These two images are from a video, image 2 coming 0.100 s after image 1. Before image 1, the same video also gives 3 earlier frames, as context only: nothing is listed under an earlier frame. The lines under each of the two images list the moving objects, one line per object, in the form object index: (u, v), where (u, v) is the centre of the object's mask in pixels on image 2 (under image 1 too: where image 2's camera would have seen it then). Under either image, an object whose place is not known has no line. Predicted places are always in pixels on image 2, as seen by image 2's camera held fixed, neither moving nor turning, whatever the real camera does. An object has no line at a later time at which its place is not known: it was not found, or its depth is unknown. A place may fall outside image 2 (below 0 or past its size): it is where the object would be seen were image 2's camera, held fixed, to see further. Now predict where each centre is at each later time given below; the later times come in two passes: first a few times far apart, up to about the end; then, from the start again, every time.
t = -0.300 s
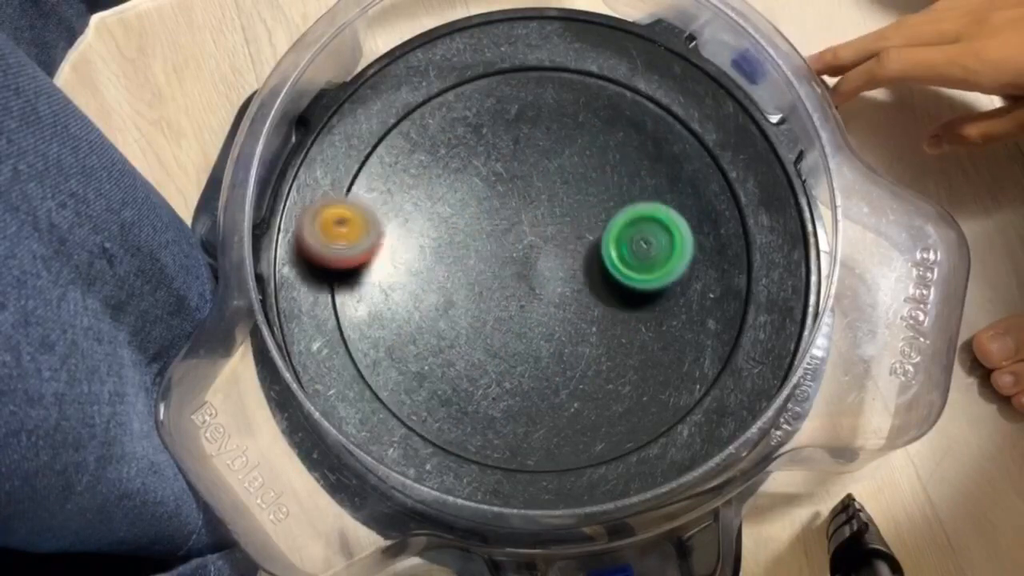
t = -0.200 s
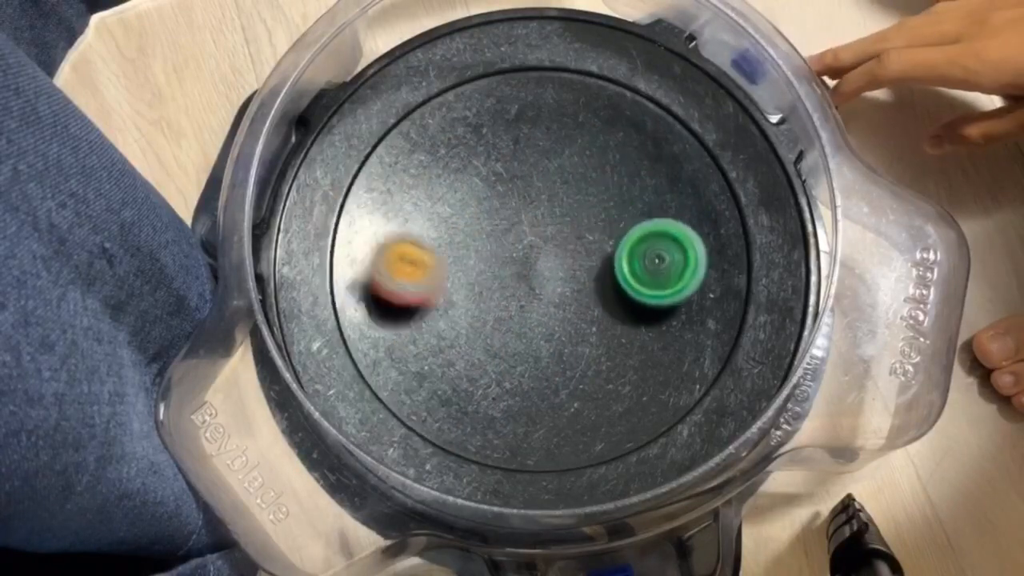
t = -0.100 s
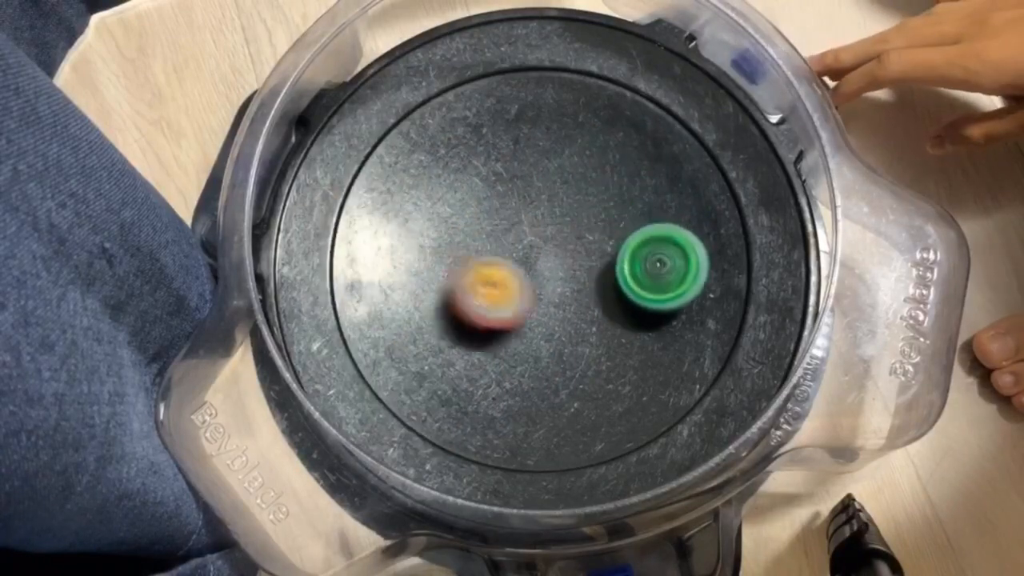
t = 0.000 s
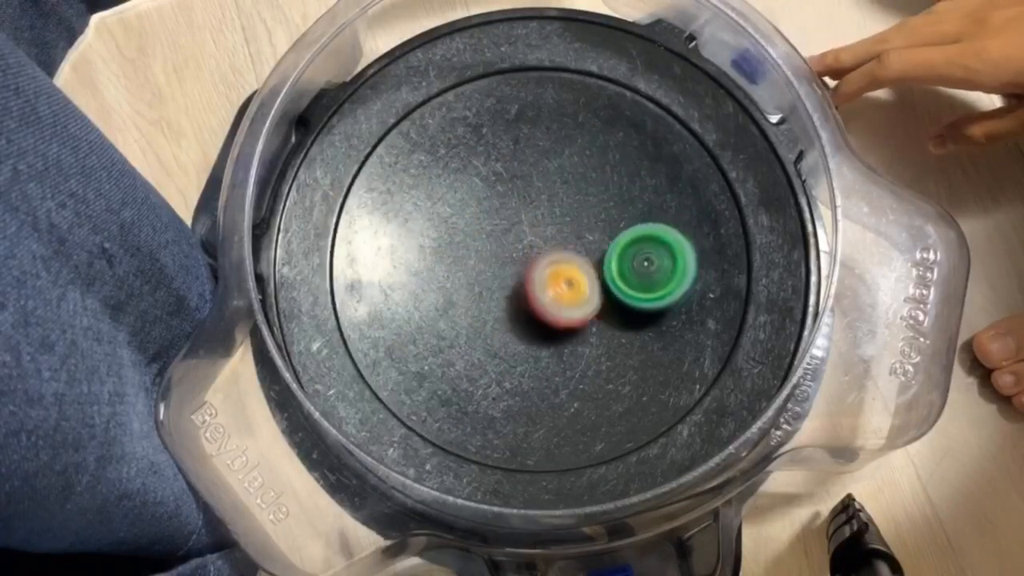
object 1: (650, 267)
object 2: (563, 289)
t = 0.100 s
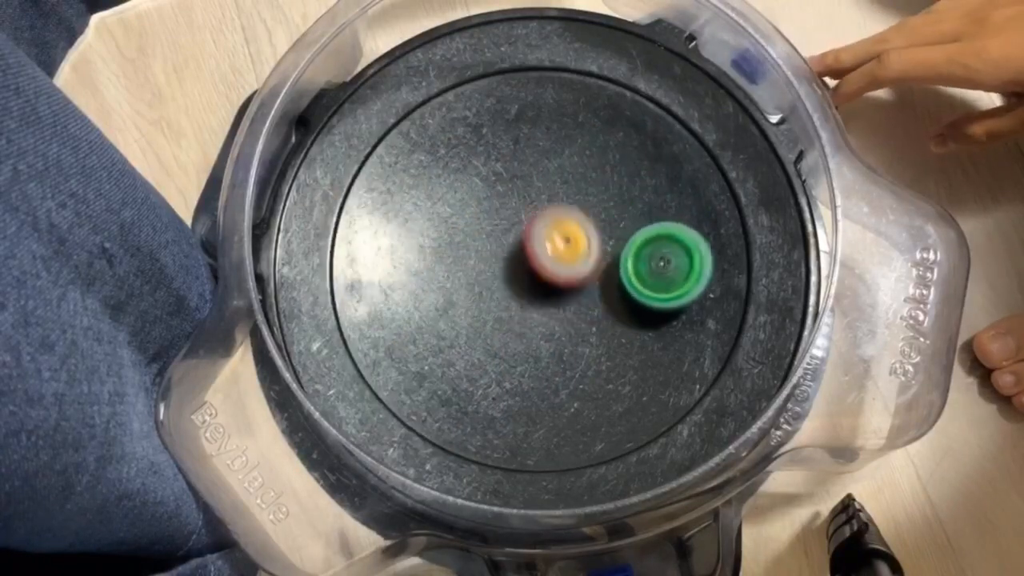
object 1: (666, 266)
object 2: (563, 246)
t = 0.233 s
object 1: (643, 268)
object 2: (543, 160)
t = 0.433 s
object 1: (599, 310)
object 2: (466, 71)
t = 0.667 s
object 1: (578, 370)
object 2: (423, 140)
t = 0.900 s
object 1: (578, 324)
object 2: (517, 220)
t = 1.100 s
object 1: (498, 299)
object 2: (635, 158)
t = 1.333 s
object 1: (429, 280)
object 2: (628, 94)
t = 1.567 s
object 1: (412, 265)
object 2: (576, 202)
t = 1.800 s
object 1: (450, 246)
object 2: (639, 327)
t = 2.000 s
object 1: (490, 214)
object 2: (717, 318)
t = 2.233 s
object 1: (533, 175)
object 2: (691, 261)
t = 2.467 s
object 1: (555, 166)
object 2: (530, 318)
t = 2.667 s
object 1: (567, 200)
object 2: (486, 438)
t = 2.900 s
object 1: (591, 257)
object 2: (580, 361)
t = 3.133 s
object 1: (609, 229)
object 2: (485, 317)
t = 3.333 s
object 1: (589, 247)
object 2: (435, 304)
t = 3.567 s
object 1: (569, 280)
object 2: (427, 287)
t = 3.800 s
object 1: (552, 306)
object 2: (456, 251)
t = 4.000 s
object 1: (539, 315)
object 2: (489, 213)
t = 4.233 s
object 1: (526, 308)
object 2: (523, 183)
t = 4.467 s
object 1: (512, 280)
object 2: (550, 170)
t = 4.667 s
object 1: (501, 255)
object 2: (572, 189)
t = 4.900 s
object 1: (501, 235)
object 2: (598, 236)
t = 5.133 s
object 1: (510, 222)
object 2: (619, 275)
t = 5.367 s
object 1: (526, 223)
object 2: (615, 301)
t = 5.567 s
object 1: (544, 233)
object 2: (589, 313)
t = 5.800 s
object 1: (546, 216)
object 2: (575, 383)
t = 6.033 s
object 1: (554, 242)
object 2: (568, 373)
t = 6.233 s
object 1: (569, 244)
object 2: (525, 347)
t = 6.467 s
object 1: (563, 249)
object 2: (461, 331)
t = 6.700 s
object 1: (550, 271)
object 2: (439, 292)
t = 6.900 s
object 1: (540, 287)
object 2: (444, 245)
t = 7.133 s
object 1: (532, 298)
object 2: (469, 199)
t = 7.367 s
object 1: (529, 293)
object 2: (515, 174)
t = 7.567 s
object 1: (527, 280)
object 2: (549, 184)
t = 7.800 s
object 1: (518, 278)
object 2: (617, 189)
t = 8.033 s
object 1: (517, 258)
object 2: (624, 203)
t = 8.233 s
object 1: (508, 240)
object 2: (618, 269)
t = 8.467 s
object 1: (532, 208)
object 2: (480, 351)
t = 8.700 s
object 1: (553, 304)
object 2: (536, 190)
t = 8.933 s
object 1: (495, 230)
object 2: (580, 330)
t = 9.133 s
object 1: (553, 237)
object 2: (451, 242)
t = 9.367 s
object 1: (524, 306)
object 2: (609, 256)
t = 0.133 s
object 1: (662, 267)
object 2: (560, 228)
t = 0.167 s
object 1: (657, 268)
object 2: (555, 206)
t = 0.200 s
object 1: (650, 268)
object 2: (550, 185)
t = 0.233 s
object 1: (643, 268)
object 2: (543, 160)
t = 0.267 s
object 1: (636, 270)
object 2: (534, 137)
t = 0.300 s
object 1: (627, 275)
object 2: (522, 115)
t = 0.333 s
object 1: (619, 283)
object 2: (509, 98)
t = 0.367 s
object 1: (611, 291)
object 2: (492, 81)
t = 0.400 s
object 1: (605, 300)
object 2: (478, 73)
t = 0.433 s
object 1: (599, 310)
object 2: (466, 71)
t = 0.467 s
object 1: (594, 321)
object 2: (457, 73)
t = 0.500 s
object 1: (588, 331)
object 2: (447, 80)
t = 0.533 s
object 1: (582, 342)
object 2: (437, 87)
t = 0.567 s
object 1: (578, 352)
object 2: (430, 101)
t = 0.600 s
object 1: (576, 360)
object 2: (424, 110)
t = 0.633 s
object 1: (577, 366)
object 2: (421, 125)
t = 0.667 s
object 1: (578, 370)
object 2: (423, 140)
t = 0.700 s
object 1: (580, 370)
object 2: (427, 157)
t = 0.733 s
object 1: (582, 366)
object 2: (433, 169)
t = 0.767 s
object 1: (585, 359)
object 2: (443, 185)
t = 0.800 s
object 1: (588, 351)
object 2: (459, 197)
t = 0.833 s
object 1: (588, 341)
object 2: (477, 208)
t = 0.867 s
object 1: (585, 334)
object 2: (497, 216)
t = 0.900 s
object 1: (578, 324)
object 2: (517, 220)
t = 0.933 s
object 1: (566, 314)
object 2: (538, 222)
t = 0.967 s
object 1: (552, 309)
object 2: (560, 215)
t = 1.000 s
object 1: (537, 307)
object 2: (583, 202)
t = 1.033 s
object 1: (523, 304)
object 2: (605, 187)
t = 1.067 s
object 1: (510, 302)
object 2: (622, 172)
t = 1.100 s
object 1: (498, 299)
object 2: (635, 158)
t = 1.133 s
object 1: (486, 296)
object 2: (642, 144)
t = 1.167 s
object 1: (474, 292)
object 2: (649, 126)
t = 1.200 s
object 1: (463, 289)
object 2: (652, 113)
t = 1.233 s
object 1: (454, 287)
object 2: (655, 98)
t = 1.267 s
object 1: (445, 285)
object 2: (651, 91)
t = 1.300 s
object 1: (436, 282)
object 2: (641, 90)
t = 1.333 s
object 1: (429, 280)
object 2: (628, 94)
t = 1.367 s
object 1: (423, 277)
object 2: (616, 100)
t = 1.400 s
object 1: (419, 275)
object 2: (605, 111)
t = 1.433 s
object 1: (415, 272)
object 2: (596, 123)
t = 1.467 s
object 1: (412, 271)
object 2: (587, 139)
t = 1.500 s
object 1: (411, 269)
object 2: (580, 158)
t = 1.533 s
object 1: (411, 267)
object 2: (577, 179)
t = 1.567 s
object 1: (412, 265)
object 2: (576, 202)
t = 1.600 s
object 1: (414, 263)
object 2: (579, 226)
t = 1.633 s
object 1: (418, 261)
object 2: (587, 248)
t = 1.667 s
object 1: (423, 258)
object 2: (595, 269)
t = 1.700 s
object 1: (429, 256)
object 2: (604, 290)
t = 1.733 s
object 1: (435, 253)
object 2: (614, 306)
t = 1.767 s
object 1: (442, 249)
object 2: (625, 318)
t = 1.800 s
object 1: (450, 246)
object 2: (639, 327)
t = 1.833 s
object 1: (457, 241)
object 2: (651, 333)
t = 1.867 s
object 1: (463, 236)
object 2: (666, 335)
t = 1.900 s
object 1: (470, 230)
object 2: (679, 334)
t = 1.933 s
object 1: (476, 225)
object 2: (693, 330)
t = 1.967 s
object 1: (483, 219)
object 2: (705, 326)
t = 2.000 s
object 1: (490, 214)
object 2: (717, 318)
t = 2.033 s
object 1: (498, 209)
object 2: (726, 311)
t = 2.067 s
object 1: (505, 203)
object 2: (733, 302)
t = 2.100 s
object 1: (511, 197)
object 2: (737, 294)
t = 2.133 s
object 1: (518, 191)
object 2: (734, 286)
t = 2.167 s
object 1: (523, 185)
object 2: (725, 276)
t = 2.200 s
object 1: (529, 180)
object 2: (710, 267)
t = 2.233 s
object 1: (533, 175)
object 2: (691, 261)
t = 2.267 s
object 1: (537, 172)
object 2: (670, 258)
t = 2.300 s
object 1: (541, 169)
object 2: (648, 259)
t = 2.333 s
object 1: (545, 166)
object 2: (626, 264)
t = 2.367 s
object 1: (548, 165)
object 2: (601, 274)
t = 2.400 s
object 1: (551, 164)
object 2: (576, 286)
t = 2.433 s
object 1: (553, 164)
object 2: (553, 300)
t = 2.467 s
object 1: (555, 166)
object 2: (530, 318)
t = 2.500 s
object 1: (557, 169)
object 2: (511, 339)
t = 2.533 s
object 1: (559, 174)
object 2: (495, 361)
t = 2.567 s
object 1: (561, 179)
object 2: (485, 381)
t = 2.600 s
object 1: (563, 186)
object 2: (479, 402)
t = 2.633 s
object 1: (565, 193)
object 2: (480, 421)
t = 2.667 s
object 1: (567, 200)
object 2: (486, 438)
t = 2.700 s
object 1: (570, 209)
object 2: (498, 451)
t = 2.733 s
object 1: (573, 217)
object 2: (515, 442)
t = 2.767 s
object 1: (576, 225)
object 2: (533, 427)
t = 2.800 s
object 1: (579, 233)
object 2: (551, 412)
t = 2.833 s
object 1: (583, 242)
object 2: (566, 395)
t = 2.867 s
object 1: (587, 250)
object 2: (576, 379)
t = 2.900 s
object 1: (591, 257)
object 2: (580, 361)
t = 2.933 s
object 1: (598, 258)
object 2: (576, 351)
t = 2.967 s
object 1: (608, 250)
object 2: (565, 346)
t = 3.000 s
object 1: (614, 242)
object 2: (553, 339)
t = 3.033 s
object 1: (616, 236)
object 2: (539, 332)
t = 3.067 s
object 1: (614, 232)
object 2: (523, 324)
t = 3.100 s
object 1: (612, 229)
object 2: (504, 320)
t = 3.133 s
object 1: (609, 229)
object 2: (485, 317)
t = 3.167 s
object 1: (606, 229)
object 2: (469, 314)
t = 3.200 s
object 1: (602, 231)
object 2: (457, 311)
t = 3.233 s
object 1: (599, 234)
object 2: (449, 310)
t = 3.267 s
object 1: (596, 238)
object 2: (443, 308)
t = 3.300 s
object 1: (592, 242)
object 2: (438, 306)
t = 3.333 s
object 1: (589, 247)
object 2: (435, 304)
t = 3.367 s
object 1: (586, 251)
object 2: (431, 303)
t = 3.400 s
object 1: (584, 256)
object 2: (428, 301)
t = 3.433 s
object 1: (581, 261)
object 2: (426, 298)
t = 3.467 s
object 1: (578, 266)
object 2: (425, 296)
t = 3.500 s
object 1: (575, 270)
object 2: (425, 294)
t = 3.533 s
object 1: (572, 275)
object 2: (425, 291)
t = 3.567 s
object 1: (569, 280)
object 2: (427, 287)
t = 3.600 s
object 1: (567, 284)
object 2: (430, 283)
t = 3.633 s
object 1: (565, 288)
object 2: (433, 280)
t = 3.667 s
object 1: (563, 292)
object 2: (437, 274)
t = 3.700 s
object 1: (560, 296)
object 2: (441, 270)
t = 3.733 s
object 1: (557, 300)
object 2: (446, 263)
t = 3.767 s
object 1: (555, 303)
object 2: (452, 257)
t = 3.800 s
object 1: (552, 306)
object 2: (456, 251)
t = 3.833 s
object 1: (550, 309)
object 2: (462, 244)
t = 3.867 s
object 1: (547, 311)
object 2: (468, 238)
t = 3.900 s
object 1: (545, 312)
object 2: (473, 232)
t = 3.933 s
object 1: (543, 313)
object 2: (478, 225)
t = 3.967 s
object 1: (541, 314)
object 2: (484, 219)
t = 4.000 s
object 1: (539, 315)
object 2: (489, 213)
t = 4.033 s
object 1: (537, 315)
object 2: (494, 208)
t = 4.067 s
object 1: (535, 314)
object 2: (500, 203)
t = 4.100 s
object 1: (534, 314)
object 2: (504, 199)
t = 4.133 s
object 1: (532, 313)
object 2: (510, 195)
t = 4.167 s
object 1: (529, 312)
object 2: (514, 191)
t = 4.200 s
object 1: (527, 310)
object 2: (518, 187)
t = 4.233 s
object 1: (526, 308)
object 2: (523, 183)
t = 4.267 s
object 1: (524, 306)
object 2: (527, 180)
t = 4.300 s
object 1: (522, 303)
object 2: (532, 177)
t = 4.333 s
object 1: (520, 299)
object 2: (535, 175)
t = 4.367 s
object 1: (517, 295)
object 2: (540, 173)
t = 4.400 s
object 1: (516, 290)
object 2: (543, 171)
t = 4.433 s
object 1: (513, 285)
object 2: (547, 170)
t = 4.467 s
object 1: (512, 280)
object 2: (550, 170)
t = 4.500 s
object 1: (510, 275)
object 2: (554, 171)
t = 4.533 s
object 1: (507, 271)
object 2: (558, 173)
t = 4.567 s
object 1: (505, 267)
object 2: (562, 176)
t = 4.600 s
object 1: (504, 263)
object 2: (565, 180)
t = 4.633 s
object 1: (502, 259)
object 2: (569, 184)
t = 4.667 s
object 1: (501, 255)
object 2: (572, 189)
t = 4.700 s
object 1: (500, 251)
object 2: (576, 195)
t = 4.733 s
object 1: (499, 248)
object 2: (579, 200)
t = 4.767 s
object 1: (499, 245)
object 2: (583, 206)
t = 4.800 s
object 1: (499, 242)
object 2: (587, 213)
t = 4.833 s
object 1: (500, 240)
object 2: (591, 221)
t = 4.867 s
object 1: (501, 237)
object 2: (595, 228)
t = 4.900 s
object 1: (501, 235)
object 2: (598, 236)
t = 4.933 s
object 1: (502, 232)
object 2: (602, 242)
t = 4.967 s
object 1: (502, 231)
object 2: (605, 248)
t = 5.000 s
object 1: (504, 229)
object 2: (608, 255)
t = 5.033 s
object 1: (505, 227)
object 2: (611, 260)
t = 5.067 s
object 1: (507, 225)
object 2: (614, 266)
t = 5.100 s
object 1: (508, 224)
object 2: (617, 271)
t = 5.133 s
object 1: (510, 222)
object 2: (619, 275)
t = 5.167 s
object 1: (512, 222)
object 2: (621, 280)
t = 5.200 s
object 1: (514, 221)
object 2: (622, 284)
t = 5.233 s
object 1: (517, 221)
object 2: (622, 288)
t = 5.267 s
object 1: (519, 221)
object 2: (622, 292)
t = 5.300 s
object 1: (521, 221)
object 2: (620, 295)
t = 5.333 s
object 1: (524, 222)
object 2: (618, 298)
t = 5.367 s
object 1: (526, 223)
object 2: (615, 301)
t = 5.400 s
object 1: (529, 225)
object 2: (612, 304)
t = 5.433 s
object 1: (531, 227)
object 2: (608, 306)
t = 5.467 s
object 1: (534, 229)
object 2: (604, 308)
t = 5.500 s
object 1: (538, 230)
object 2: (600, 309)
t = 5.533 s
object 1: (541, 231)
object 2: (594, 312)
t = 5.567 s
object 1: (544, 233)
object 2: (589, 313)
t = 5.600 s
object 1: (547, 233)
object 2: (583, 316)
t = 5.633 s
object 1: (547, 223)
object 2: (580, 332)
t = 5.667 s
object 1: (547, 217)
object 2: (579, 346)
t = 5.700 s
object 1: (547, 213)
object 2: (577, 359)
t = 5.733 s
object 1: (546, 213)
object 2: (576, 370)
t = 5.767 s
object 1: (545, 214)
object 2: (576, 378)
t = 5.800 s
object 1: (546, 216)
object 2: (575, 383)
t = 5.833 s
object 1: (546, 219)
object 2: (574, 387)
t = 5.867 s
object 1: (547, 222)
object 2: (573, 387)
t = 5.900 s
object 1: (548, 226)
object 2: (573, 385)
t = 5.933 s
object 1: (549, 230)
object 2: (573, 384)
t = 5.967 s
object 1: (551, 233)
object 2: (571, 381)
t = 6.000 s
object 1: (552, 237)
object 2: (570, 377)
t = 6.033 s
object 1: (554, 242)
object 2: (568, 373)
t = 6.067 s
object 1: (556, 246)
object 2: (566, 368)
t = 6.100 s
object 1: (557, 250)
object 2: (563, 360)
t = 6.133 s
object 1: (559, 254)
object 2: (557, 349)
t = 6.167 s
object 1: (561, 252)
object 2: (548, 346)
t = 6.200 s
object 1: (565, 248)
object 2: (536, 348)
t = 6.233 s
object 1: (569, 244)
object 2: (525, 347)
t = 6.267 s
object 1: (571, 242)
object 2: (516, 346)
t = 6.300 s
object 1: (570, 241)
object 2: (505, 345)
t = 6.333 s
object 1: (569, 241)
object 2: (495, 344)
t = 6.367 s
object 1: (568, 243)
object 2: (485, 341)
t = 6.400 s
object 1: (566, 244)
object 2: (476, 338)
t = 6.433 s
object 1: (565, 246)
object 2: (468, 335)
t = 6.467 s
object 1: (563, 249)
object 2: (461, 331)
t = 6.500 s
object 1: (561, 252)
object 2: (454, 327)
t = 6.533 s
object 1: (559, 255)
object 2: (449, 323)
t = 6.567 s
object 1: (557, 258)
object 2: (445, 318)
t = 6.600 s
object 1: (556, 261)
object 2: (442, 312)
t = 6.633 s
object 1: (554, 265)
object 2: (440, 306)
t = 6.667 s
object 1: (552, 268)
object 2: (439, 298)
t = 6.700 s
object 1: (550, 271)
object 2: (439, 292)
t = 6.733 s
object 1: (549, 275)
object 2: (440, 285)
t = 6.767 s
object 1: (547, 277)
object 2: (441, 276)
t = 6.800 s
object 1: (545, 280)
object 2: (441, 268)
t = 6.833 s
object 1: (544, 283)
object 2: (442, 260)
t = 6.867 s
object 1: (542, 285)
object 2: (442, 253)
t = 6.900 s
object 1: (540, 287)
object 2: (444, 245)
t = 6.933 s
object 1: (539, 289)
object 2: (445, 236)
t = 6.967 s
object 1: (537, 291)
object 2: (448, 229)
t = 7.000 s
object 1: (536, 293)
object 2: (451, 221)
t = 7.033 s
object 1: (534, 295)
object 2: (454, 214)
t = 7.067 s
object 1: (533, 296)
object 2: (458, 208)
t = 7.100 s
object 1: (532, 297)
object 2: (464, 203)
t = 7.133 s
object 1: (532, 298)
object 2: (469, 199)
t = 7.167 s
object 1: (531, 298)
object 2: (476, 195)
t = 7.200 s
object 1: (531, 298)
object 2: (482, 190)
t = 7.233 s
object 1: (530, 297)
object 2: (489, 188)
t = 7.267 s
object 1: (530, 297)
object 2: (496, 184)
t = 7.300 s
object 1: (530, 296)
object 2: (503, 180)
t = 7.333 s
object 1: (529, 294)
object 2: (509, 177)
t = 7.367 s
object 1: (529, 293)
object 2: (515, 174)
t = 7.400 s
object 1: (528, 291)
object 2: (520, 173)
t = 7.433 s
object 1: (528, 289)
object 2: (526, 173)
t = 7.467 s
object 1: (527, 287)
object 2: (530, 174)
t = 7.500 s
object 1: (527, 284)
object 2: (536, 177)
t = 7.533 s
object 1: (527, 282)
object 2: (542, 180)
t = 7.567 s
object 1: (527, 280)
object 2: (549, 184)
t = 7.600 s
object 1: (526, 277)
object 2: (557, 189)
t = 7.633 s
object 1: (526, 275)
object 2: (564, 194)
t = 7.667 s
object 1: (522, 276)
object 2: (574, 196)
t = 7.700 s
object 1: (519, 278)
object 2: (588, 193)
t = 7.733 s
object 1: (518, 280)
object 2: (599, 190)
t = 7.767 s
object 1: (518, 279)
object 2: (609, 189)
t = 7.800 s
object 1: (518, 278)
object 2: (617, 189)
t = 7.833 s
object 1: (518, 276)
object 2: (624, 189)
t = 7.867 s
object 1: (519, 273)
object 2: (628, 190)
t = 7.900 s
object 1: (519, 269)
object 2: (630, 191)
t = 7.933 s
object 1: (518, 266)
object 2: (630, 192)
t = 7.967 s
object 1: (518, 263)
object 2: (629, 194)
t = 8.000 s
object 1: (517, 260)
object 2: (627, 198)
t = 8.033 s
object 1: (517, 258)
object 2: (624, 203)
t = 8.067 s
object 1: (517, 255)
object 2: (621, 209)
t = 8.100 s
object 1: (517, 252)
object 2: (618, 217)
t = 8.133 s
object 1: (518, 249)
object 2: (614, 226)
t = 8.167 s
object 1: (518, 246)
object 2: (611, 236)
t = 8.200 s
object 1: (514, 243)
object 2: (612, 248)
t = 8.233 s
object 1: (508, 240)
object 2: (618, 269)
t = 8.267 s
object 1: (505, 239)
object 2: (617, 307)
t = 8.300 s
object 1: (505, 237)
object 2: (608, 328)
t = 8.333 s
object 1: (508, 240)
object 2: (584, 337)
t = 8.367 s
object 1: (514, 244)
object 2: (554, 338)
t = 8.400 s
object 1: (523, 224)
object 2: (515, 353)
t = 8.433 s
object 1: (524, 209)
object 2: (490, 364)
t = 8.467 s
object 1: (532, 208)
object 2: (480, 351)
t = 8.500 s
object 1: (542, 213)
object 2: (473, 320)
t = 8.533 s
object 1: (552, 224)
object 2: (467, 273)
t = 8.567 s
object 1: (559, 239)
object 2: (461, 230)
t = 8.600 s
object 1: (563, 258)
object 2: (465, 195)
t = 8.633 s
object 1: (562, 277)
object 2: (479, 183)
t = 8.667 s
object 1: (559, 293)
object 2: (506, 182)
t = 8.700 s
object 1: (553, 304)
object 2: (536, 190)
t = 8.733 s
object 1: (546, 308)
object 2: (572, 208)
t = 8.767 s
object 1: (539, 306)
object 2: (606, 233)
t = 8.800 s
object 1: (533, 298)
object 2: (631, 254)
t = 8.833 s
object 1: (527, 286)
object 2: (632, 271)
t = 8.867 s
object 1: (521, 269)
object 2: (615, 287)
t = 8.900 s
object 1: (503, 247)
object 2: (600, 310)
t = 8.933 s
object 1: (495, 230)
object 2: (580, 330)
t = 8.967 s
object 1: (496, 216)
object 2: (555, 337)
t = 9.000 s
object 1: (504, 206)
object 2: (524, 327)
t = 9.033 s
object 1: (514, 202)
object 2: (494, 307)
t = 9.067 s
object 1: (526, 207)
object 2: (470, 281)
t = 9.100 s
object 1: (540, 218)
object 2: (452, 259)
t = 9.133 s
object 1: (553, 237)
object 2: (451, 242)
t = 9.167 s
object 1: (562, 260)
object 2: (467, 229)
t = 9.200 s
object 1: (567, 284)
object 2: (499, 216)
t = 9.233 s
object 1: (566, 304)
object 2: (533, 207)
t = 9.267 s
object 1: (561, 317)
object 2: (563, 205)
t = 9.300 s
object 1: (553, 320)
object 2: (586, 215)
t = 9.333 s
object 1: (541, 314)
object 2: (601, 235)
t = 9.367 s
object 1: (524, 306)
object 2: (609, 256)
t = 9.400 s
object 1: (507, 294)
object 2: (608, 274)
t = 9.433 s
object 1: (497, 274)
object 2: (591, 291)
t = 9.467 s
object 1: (465, 232)
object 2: (586, 323)
